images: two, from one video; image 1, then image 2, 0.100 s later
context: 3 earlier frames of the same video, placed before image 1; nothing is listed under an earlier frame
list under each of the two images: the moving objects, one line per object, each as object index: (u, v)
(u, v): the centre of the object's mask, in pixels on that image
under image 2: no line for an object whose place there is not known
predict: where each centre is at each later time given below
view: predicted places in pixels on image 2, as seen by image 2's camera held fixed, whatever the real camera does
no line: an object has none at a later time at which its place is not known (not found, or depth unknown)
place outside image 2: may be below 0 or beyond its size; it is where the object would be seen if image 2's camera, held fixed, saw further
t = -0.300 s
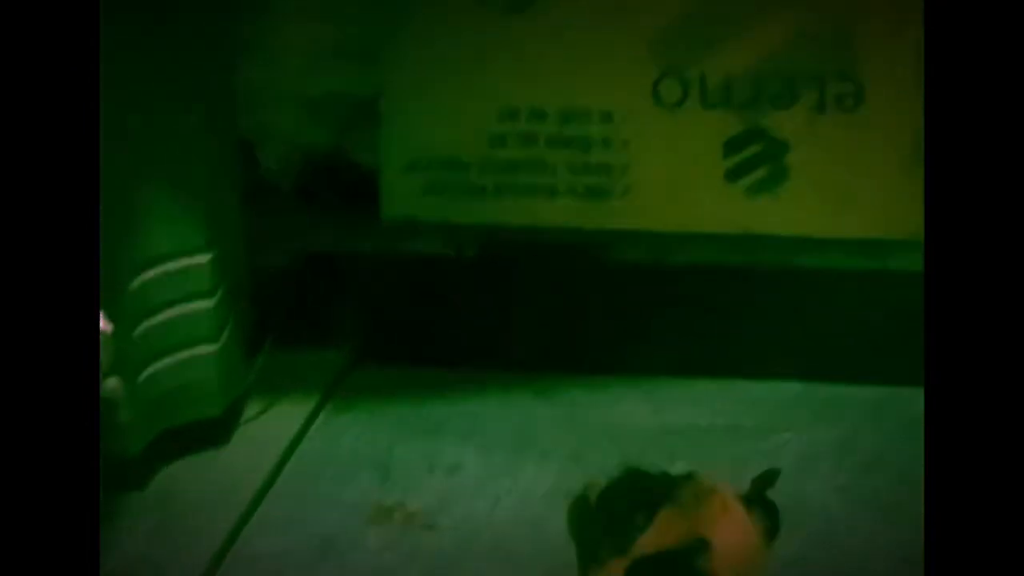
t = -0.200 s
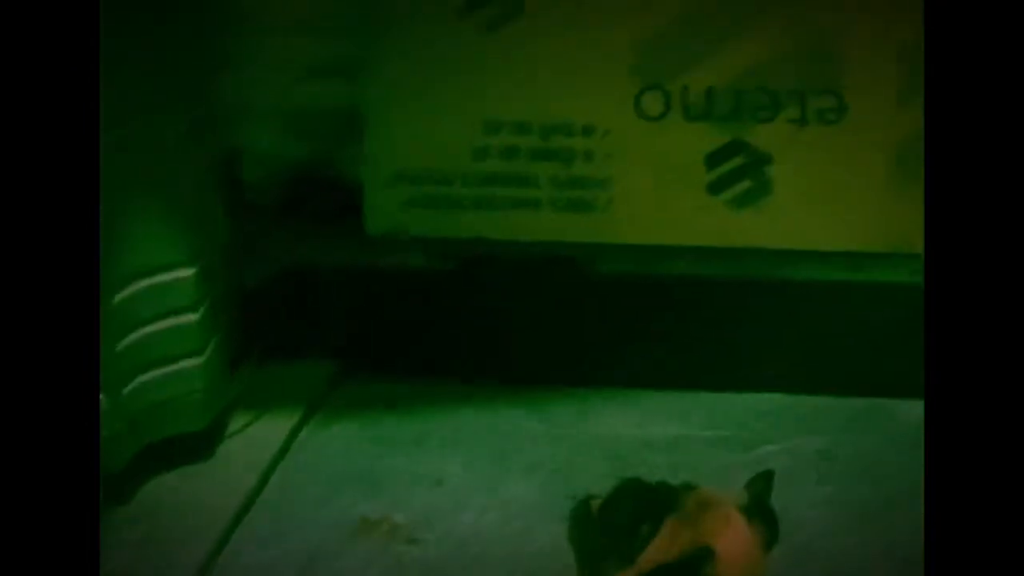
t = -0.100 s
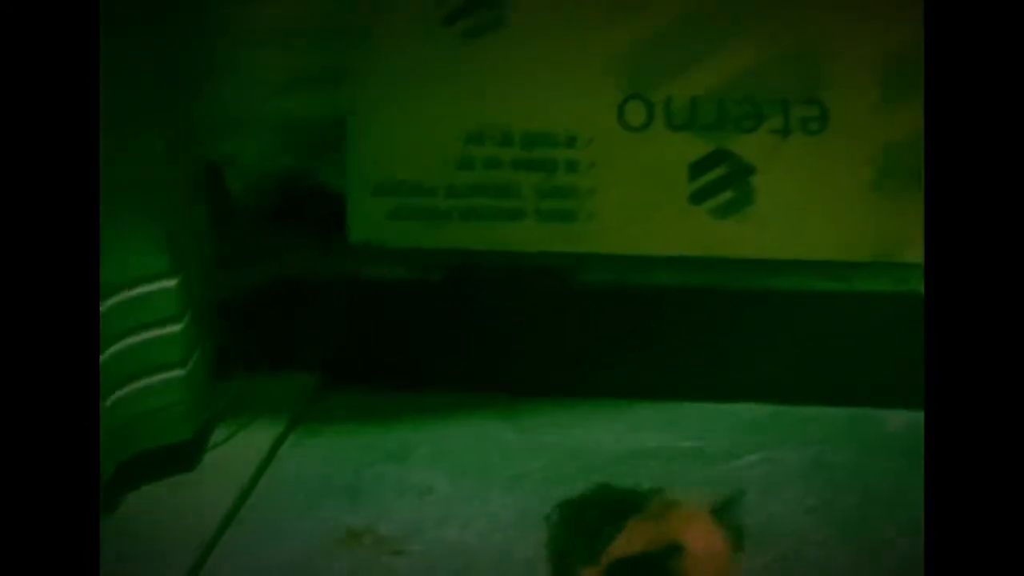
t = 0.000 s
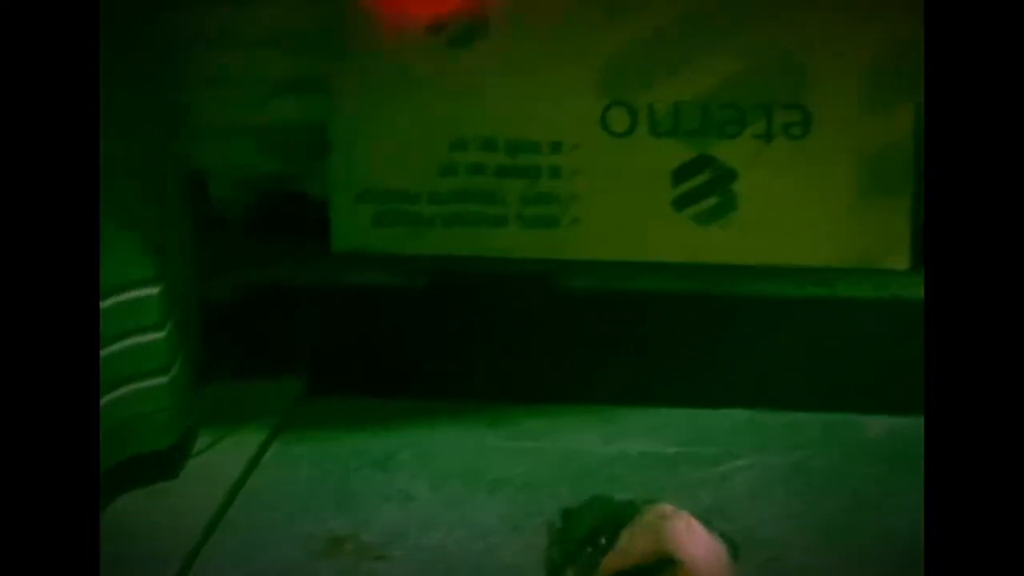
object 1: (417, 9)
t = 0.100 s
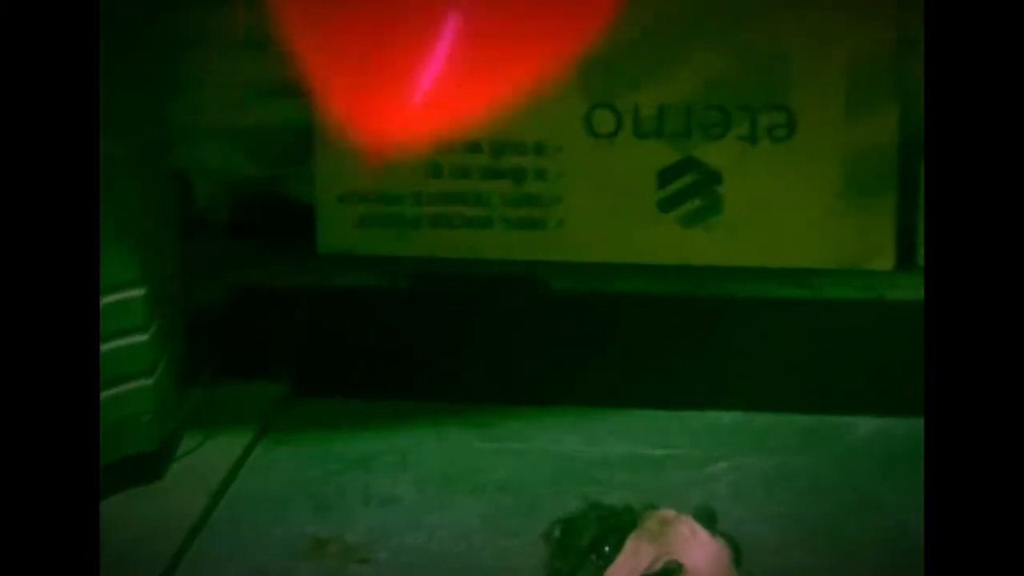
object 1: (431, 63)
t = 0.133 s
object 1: (431, 81)
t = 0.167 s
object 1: (429, 102)
